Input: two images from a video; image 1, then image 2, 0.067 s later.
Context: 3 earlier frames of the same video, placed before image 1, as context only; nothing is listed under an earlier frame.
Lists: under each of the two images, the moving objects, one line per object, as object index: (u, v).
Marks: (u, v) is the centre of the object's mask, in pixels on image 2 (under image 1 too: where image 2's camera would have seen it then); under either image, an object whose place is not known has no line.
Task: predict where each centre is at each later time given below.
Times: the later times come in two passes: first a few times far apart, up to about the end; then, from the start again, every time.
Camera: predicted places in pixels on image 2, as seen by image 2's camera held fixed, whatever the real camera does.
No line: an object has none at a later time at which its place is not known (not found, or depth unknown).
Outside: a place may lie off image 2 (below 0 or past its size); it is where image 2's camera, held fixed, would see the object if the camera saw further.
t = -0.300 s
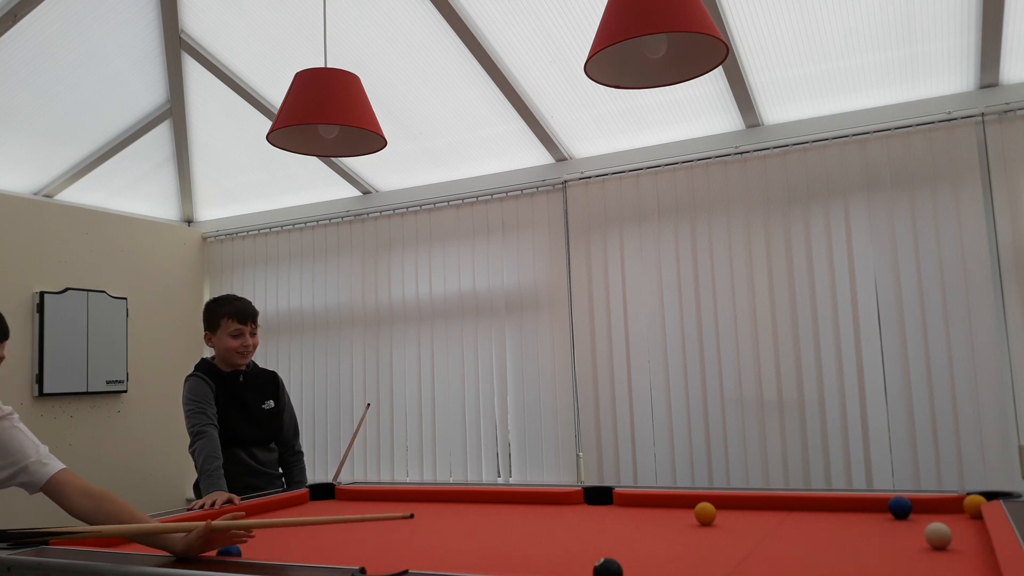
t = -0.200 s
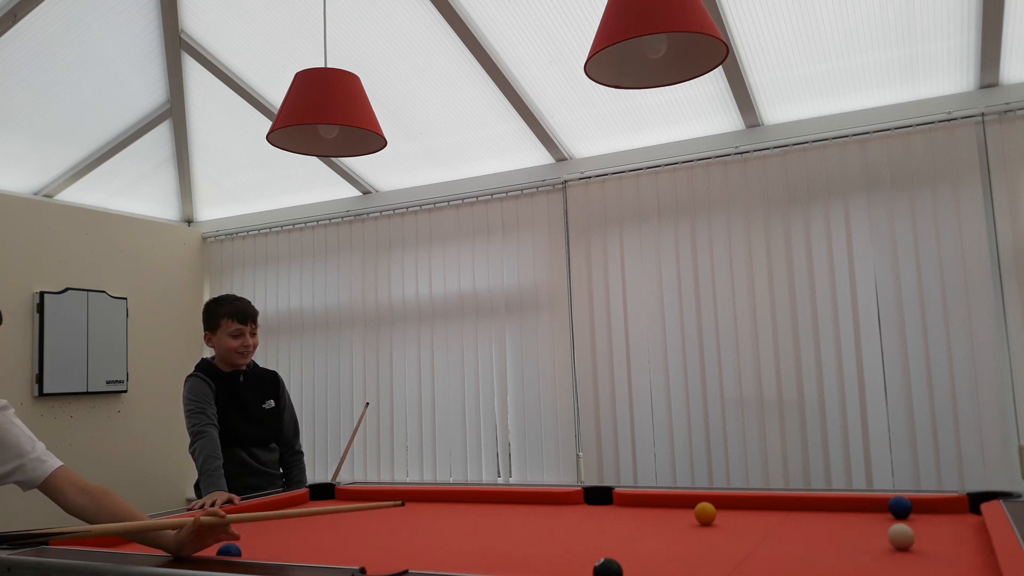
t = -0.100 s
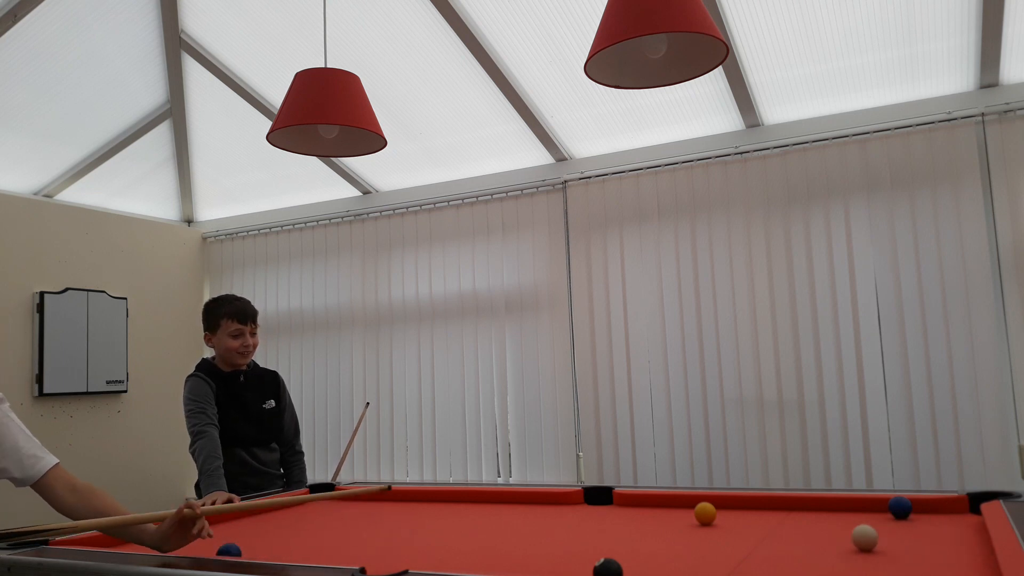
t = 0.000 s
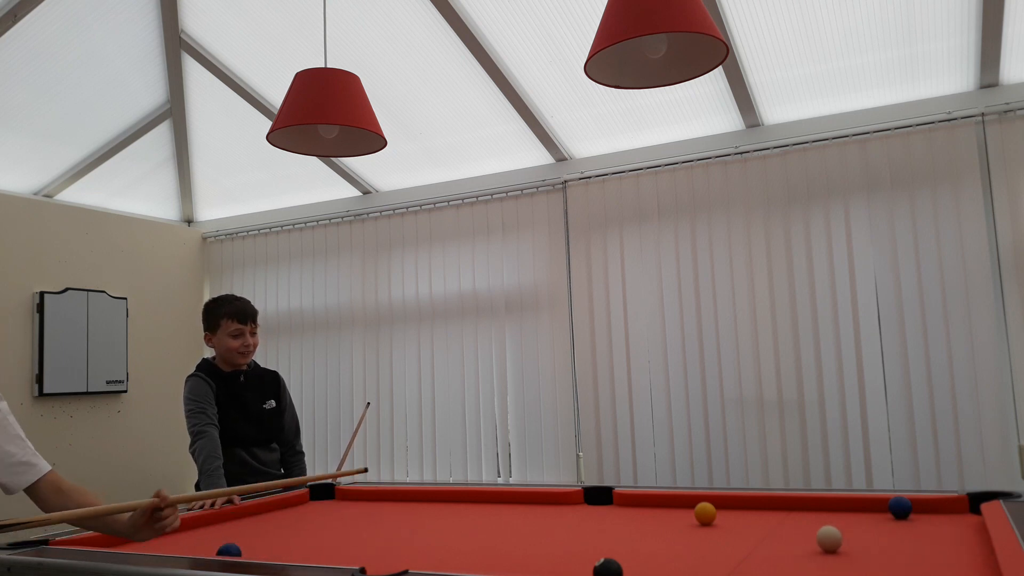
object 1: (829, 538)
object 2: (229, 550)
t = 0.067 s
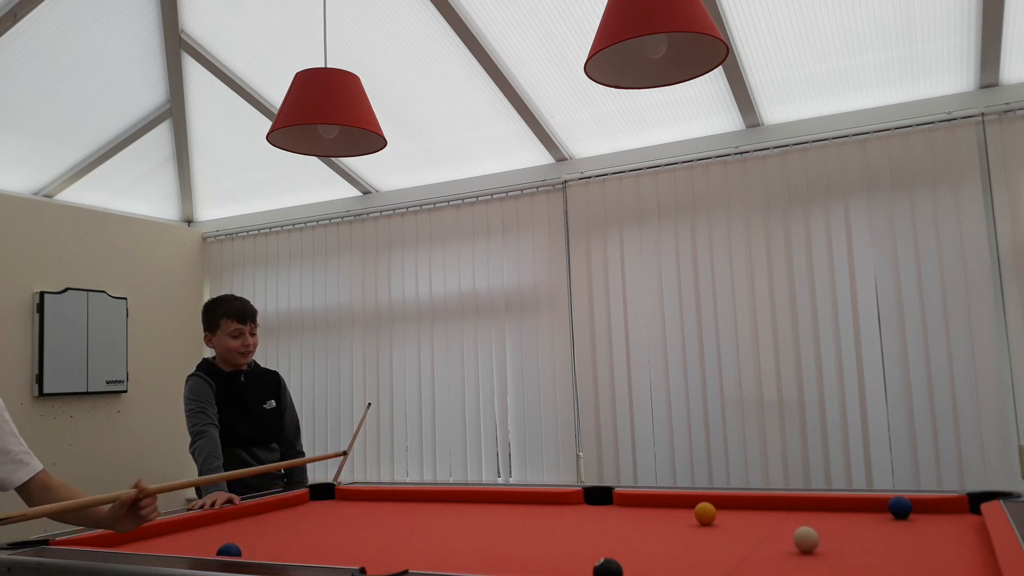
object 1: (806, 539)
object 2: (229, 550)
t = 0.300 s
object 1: (727, 541)
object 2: (229, 550)
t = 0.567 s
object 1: (642, 544)
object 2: (229, 550)
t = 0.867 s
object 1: (552, 546)
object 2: (229, 550)
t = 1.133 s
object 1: (477, 548)
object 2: (229, 550)
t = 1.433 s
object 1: (398, 550)
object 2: (229, 550)
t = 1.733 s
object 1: (325, 551)
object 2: (229, 550)
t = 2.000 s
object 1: (264, 551)
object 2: (229, 550)
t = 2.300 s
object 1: (246, 548)
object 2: (214, 550)
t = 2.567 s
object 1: (237, 546)
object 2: (212, 548)
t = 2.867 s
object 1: (230, 543)
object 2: (210, 547)
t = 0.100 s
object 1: (794, 540)
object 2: (229, 550)
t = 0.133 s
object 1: (783, 540)
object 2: (229, 550)
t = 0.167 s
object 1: (772, 540)
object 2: (229, 550)
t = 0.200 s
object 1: (760, 540)
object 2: (229, 550)
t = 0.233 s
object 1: (749, 541)
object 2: (229, 550)
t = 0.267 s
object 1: (738, 541)
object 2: (229, 550)
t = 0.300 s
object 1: (727, 541)
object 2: (229, 550)
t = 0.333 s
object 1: (716, 542)
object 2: (229, 550)
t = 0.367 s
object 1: (705, 542)
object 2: (229, 550)
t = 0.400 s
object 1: (695, 543)
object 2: (229, 550)
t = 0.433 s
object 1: (684, 543)
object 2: (229, 550)
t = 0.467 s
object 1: (673, 542)
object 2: (229, 550)
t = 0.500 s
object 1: (663, 543)
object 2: (229, 550)
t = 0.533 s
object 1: (652, 543)
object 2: (229, 550)
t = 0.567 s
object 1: (642, 544)
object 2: (229, 550)
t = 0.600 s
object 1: (632, 544)
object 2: (229, 550)
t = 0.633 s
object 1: (621, 544)
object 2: (229, 550)
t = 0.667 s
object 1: (611, 544)
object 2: (229, 550)
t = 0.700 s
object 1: (601, 544)
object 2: (229, 550)
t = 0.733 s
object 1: (591, 545)
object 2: (229, 550)
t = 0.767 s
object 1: (581, 545)
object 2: (229, 550)
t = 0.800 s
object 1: (571, 546)
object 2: (229, 551)
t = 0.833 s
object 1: (562, 546)
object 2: (229, 550)
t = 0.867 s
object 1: (552, 546)
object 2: (229, 550)
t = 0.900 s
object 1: (542, 546)
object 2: (229, 550)
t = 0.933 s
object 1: (533, 547)
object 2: (229, 550)
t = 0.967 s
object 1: (523, 547)
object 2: (229, 550)
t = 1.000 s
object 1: (514, 547)
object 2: (229, 550)
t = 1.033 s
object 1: (505, 547)
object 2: (229, 550)
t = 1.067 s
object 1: (495, 547)
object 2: (229, 550)
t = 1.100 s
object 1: (486, 548)
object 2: (229, 550)
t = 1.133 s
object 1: (477, 548)
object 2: (229, 550)
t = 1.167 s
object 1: (468, 548)
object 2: (229, 550)
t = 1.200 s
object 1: (459, 548)
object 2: (229, 550)
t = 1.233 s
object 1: (450, 549)
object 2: (229, 550)
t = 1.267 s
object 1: (442, 549)
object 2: (229, 550)
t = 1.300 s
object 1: (432, 549)
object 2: (229, 550)
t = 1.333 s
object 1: (424, 549)
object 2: (229, 550)
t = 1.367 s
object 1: (415, 549)
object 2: (229, 550)
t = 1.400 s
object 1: (407, 550)
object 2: (229, 550)
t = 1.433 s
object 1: (398, 550)
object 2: (229, 550)
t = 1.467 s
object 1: (390, 550)
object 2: (229, 550)
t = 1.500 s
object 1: (381, 551)
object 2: (229, 550)
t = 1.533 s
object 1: (373, 551)
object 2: (229, 550)
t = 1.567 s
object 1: (365, 551)
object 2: (229, 550)
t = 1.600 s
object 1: (357, 551)
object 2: (229, 550)
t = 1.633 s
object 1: (349, 551)
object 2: (229, 550)
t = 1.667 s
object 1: (341, 551)
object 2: (229, 550)
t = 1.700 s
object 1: (333, 551)
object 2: (229, 550)
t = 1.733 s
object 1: (325, 551)
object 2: (229, 550)
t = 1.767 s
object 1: (317, 551)
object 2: (229, 550)
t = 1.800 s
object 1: (309, 551)
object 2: (229, 550)
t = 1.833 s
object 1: (302, 551)
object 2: (229, 550)
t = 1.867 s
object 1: (294, 551)
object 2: (229, 550)
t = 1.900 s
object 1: (286, 551)
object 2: (229, 550)
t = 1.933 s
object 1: (279, 551)
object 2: (229, 550)
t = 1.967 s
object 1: (271, 550)
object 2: (229, 550)
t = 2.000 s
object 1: (264, 551)
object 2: (229, 550)
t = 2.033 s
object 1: (257, 550)
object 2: (229, 550)
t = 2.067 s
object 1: (255, 550)
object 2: (226, 550)
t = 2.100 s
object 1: (253, 550)
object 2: (222, 551)
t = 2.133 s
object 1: (252, 550)
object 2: (218, 551)
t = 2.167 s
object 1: (251, 549)
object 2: (215, 551)
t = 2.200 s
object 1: (250, 549)
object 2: (215, 550)
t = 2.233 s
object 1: (248, 548)
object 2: (214, 550)
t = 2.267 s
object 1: (247, 548)
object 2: (214, 550)
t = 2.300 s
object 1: (246, 548)
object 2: (214, 550)
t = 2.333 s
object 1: (245, 548)
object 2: (214, 550)
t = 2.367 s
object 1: (244, 547)
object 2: (213, 549)
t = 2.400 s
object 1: (243, 547)
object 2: (213, 549)
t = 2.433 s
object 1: (242, 547)
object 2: (213, 549)
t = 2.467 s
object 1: (241, 547)
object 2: (213, 549)
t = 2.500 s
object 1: (239, 547)
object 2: (212, 549)
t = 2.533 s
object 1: (238, 546)
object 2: (212, 548)
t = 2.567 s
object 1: (237, 546)
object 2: (212, 548)
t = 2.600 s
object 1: (236, 546)
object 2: (212, 548)
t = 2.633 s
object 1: (235, 546)
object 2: (212, 548)
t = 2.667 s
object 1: (235, 545)
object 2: (211, 548)
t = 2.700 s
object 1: (234, 545)
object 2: (211, 548)
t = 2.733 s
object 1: (233, 545)
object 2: (211, 548)
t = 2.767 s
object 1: (232, 544)
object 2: (211, 547)
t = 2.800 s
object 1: (232, 544)
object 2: (211, 547)
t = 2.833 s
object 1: (231, 544)
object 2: (211, 547)
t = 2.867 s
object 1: (230, 543)
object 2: (210, 547)
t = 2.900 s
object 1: (229, 543)
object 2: (210, 547)
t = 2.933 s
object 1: (229, 542)
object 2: (210, 547)
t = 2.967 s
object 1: (228, 542)
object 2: (210, 547)
